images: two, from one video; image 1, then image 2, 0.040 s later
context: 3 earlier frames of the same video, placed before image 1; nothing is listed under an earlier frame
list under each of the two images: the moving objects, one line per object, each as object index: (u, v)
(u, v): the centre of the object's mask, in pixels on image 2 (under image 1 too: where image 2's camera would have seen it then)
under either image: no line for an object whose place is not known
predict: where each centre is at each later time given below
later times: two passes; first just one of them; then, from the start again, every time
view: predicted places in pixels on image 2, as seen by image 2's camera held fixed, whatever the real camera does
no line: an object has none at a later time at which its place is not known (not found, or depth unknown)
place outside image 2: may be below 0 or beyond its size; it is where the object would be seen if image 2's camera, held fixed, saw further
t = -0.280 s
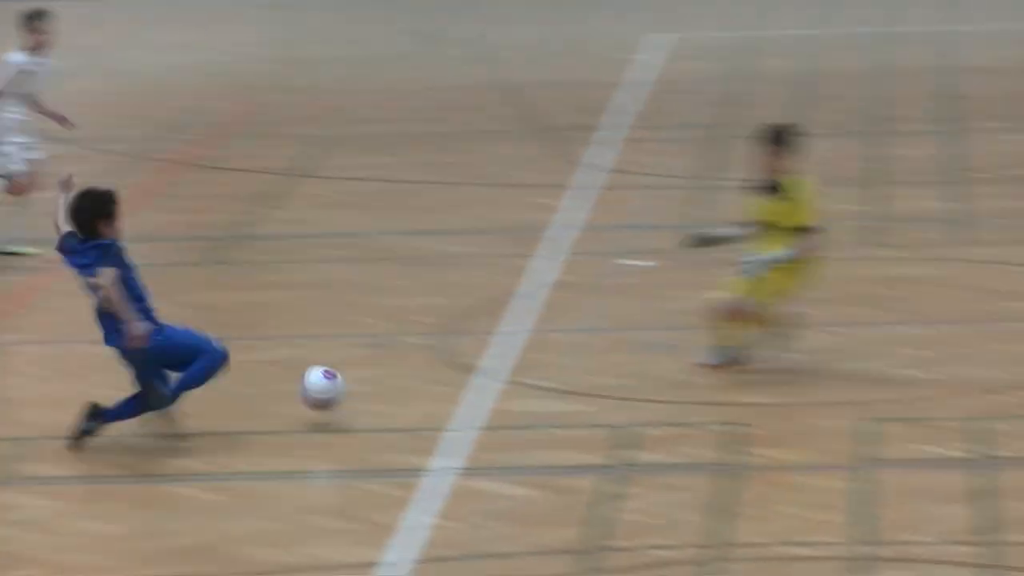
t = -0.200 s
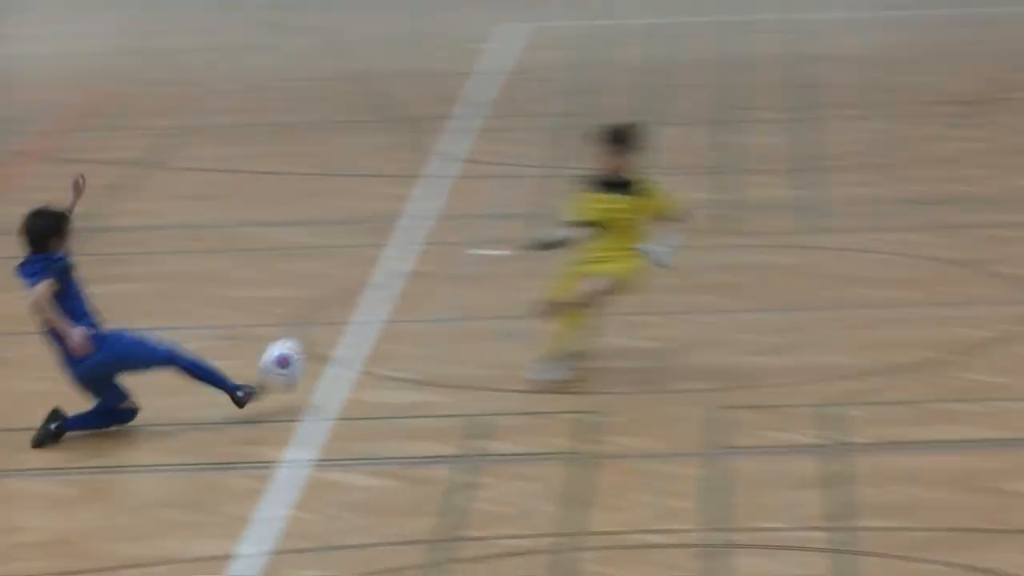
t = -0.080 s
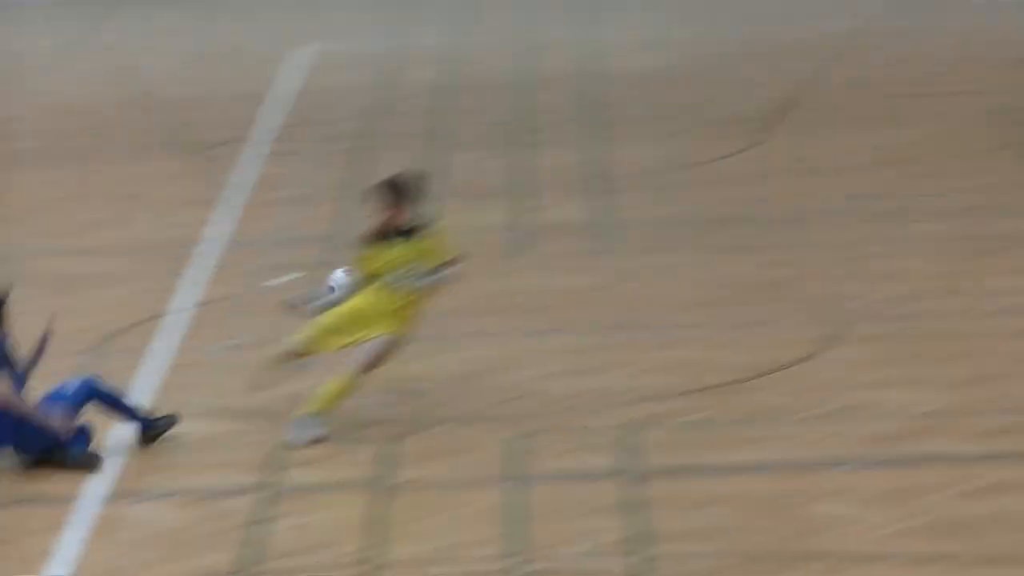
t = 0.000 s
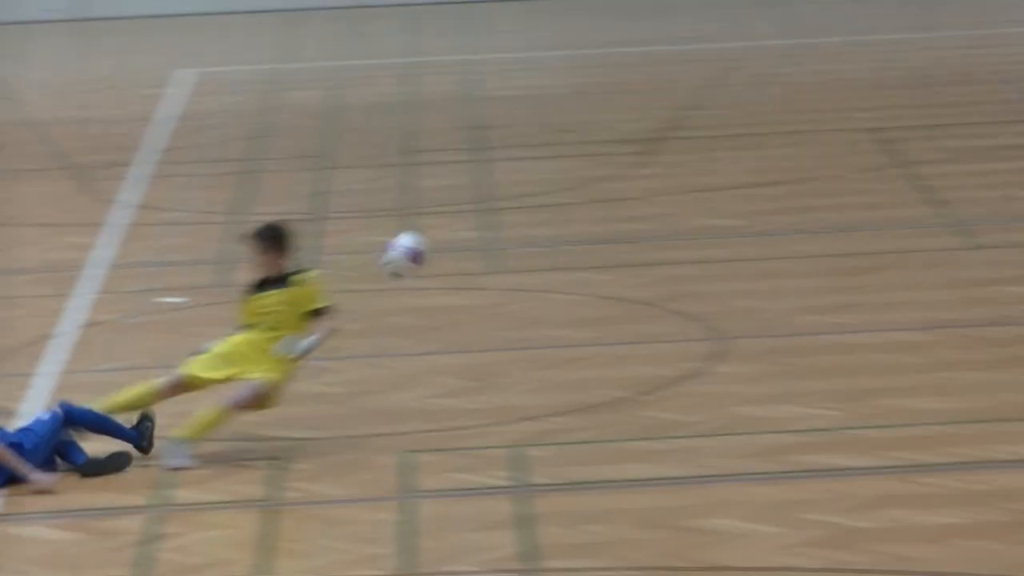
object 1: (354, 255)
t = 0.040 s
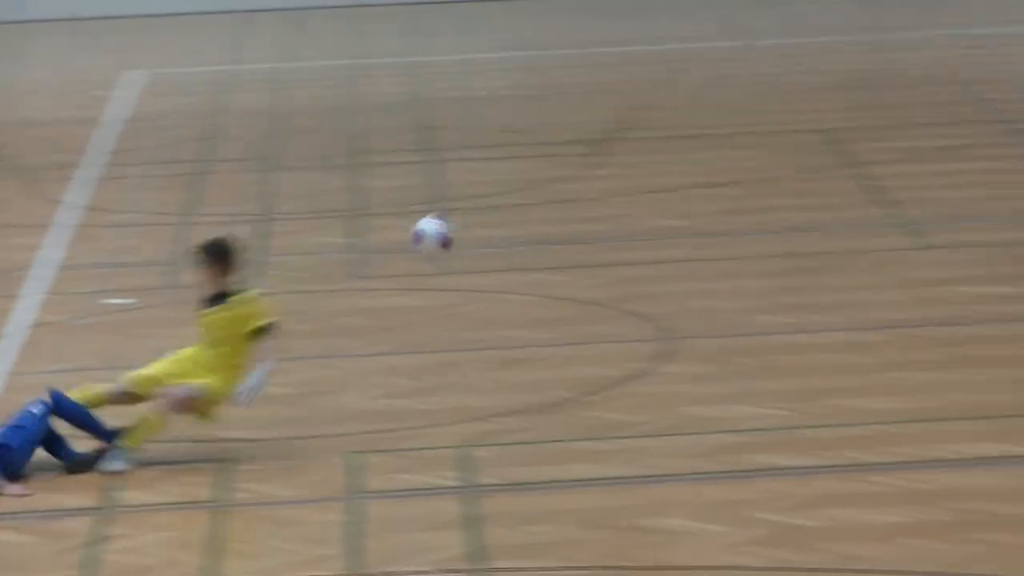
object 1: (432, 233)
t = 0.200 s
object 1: (729, 185)
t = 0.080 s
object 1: (508, 217)
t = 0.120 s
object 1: (582, 204)
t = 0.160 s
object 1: (656, 190)
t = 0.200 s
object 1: (729, 185)
